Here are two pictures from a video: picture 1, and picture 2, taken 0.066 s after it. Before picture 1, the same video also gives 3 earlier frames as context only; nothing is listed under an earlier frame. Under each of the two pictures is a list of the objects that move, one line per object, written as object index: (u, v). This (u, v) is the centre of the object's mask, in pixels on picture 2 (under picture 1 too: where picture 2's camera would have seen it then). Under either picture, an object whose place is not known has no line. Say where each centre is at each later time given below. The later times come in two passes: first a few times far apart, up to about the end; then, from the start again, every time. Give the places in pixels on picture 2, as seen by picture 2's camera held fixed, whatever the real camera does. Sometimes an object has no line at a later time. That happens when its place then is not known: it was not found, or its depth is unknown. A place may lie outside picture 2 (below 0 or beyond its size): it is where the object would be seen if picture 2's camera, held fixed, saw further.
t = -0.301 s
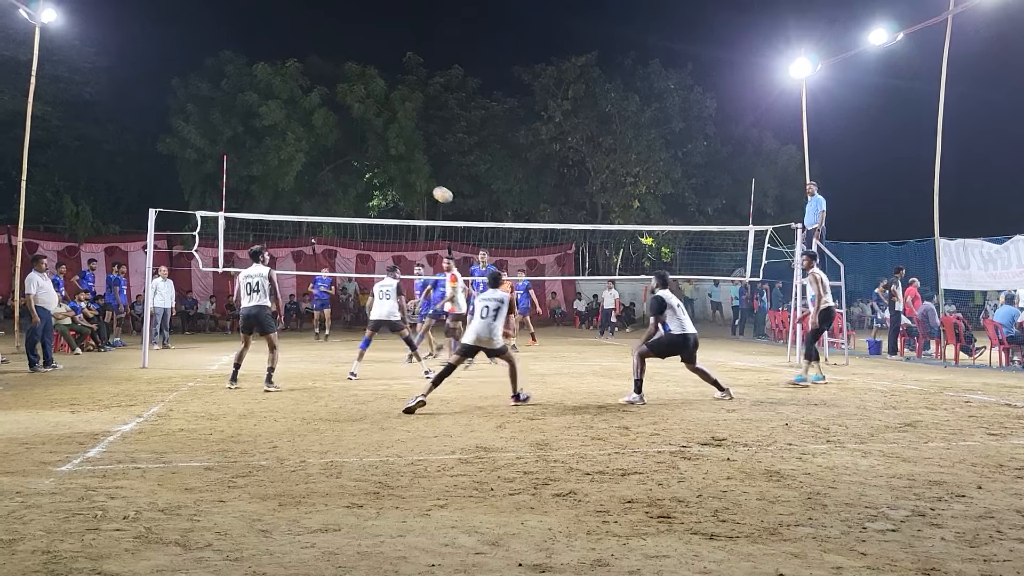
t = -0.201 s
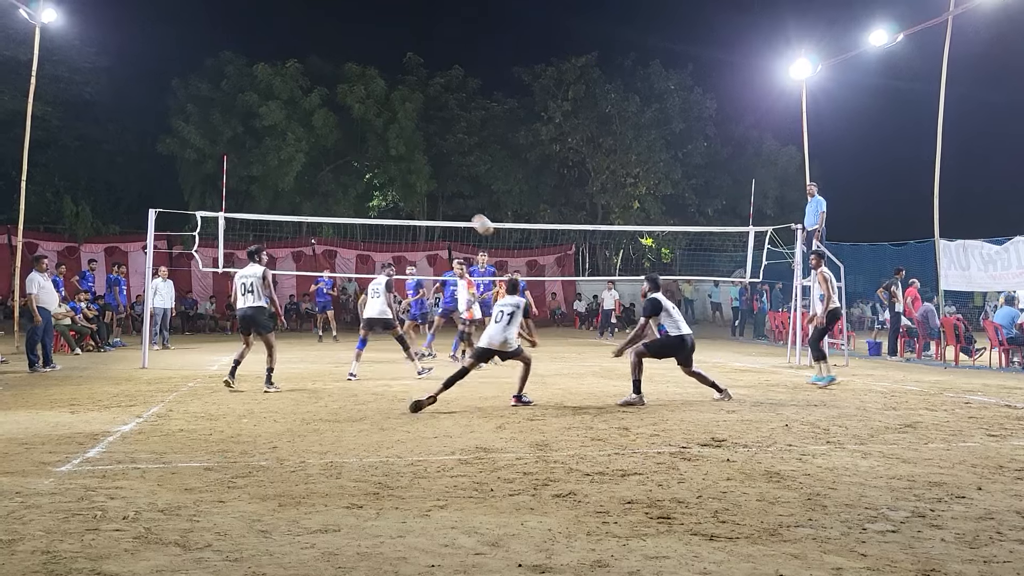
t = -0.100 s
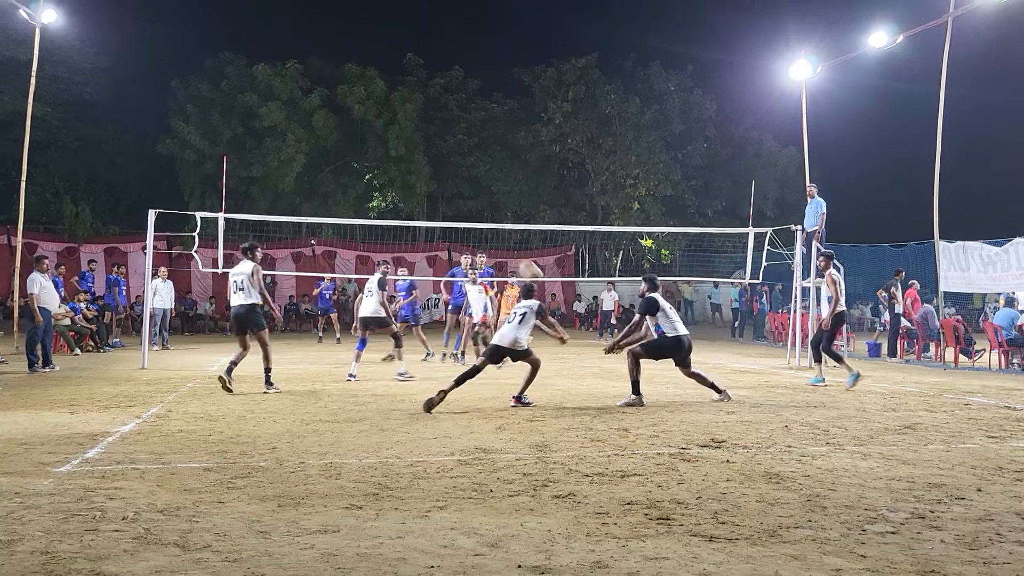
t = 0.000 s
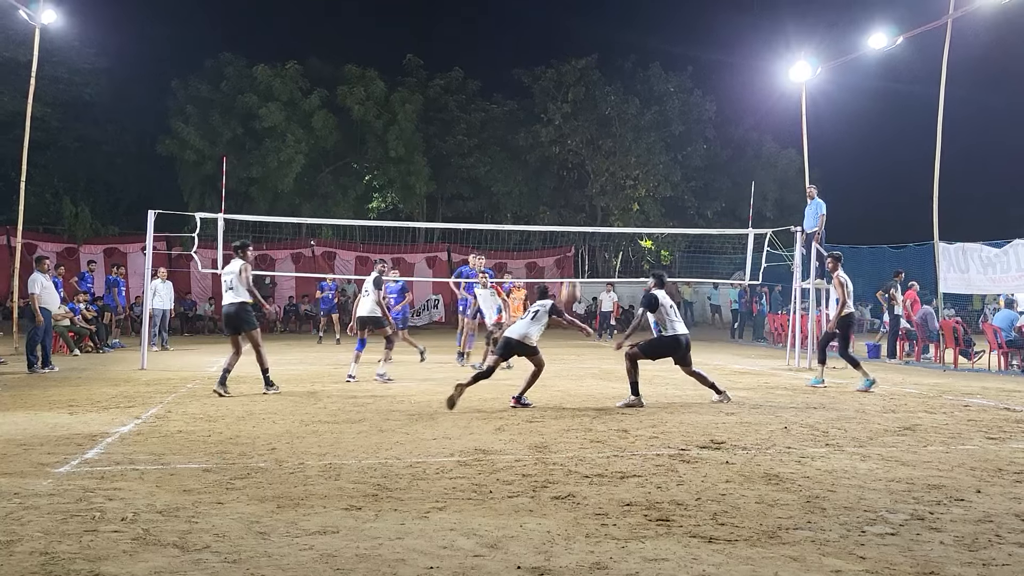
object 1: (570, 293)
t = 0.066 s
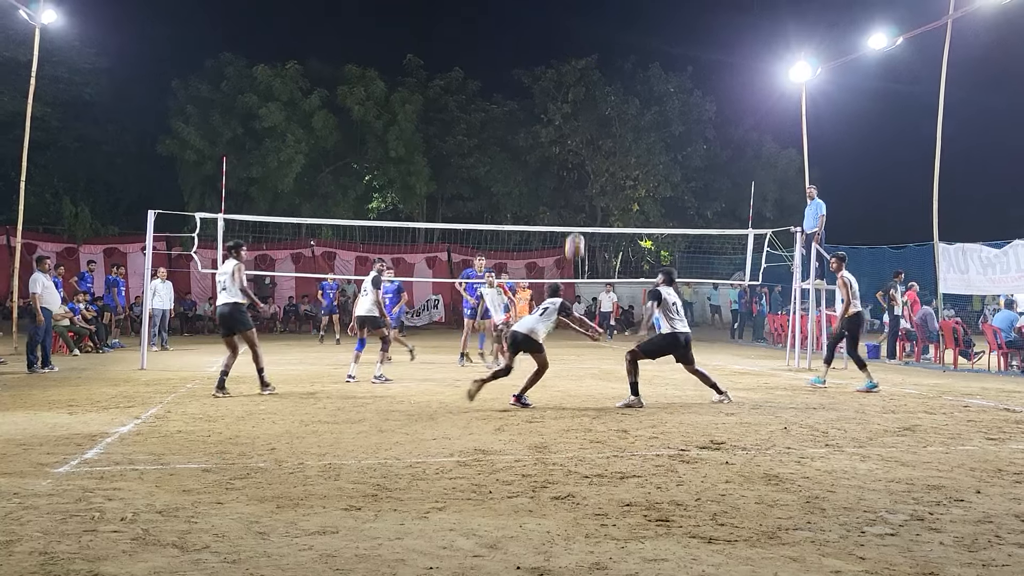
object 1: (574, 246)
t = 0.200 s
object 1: (582, 171)
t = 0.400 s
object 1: (593, 92)
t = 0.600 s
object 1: (602, 50)
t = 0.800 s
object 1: (610, 41)
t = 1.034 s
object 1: (618, 66)
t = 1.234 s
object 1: (625, 117)
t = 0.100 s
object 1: (577, 226)
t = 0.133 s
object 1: (578, 207)
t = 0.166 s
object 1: (580, 188)
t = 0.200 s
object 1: (582, 171)
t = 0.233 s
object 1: (584, 155)
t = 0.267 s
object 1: (586, 140)
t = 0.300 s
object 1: (587, 127)
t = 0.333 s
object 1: (589, 115)
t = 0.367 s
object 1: (591, 103)
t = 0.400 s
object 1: (593, 92)
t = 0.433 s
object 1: (594, 83)
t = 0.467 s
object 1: (596, 75)
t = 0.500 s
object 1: (597, 67)
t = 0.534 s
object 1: (599, 61)
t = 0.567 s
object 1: (600, 55)
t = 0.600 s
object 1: (602, 50)
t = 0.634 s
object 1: (603, 47)
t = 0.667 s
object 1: (605, 44)
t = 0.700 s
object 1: (606, 42)
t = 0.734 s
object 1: (607, 41)
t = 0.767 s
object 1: (609, 40)
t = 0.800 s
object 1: (610, 41)
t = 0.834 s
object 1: (611, 42)
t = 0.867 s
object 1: (613, 44)
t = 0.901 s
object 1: (614, 47)
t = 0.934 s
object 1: (615, 51)
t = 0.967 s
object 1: (616, 55)
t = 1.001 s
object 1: (617, 60)
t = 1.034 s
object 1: (618, 66)
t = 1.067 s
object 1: (620, 73)
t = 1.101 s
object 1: (621, 80)
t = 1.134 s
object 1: (622, 89)
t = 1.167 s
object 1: (623, 97)
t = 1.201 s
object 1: (624, 106)
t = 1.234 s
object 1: (625, 117)
